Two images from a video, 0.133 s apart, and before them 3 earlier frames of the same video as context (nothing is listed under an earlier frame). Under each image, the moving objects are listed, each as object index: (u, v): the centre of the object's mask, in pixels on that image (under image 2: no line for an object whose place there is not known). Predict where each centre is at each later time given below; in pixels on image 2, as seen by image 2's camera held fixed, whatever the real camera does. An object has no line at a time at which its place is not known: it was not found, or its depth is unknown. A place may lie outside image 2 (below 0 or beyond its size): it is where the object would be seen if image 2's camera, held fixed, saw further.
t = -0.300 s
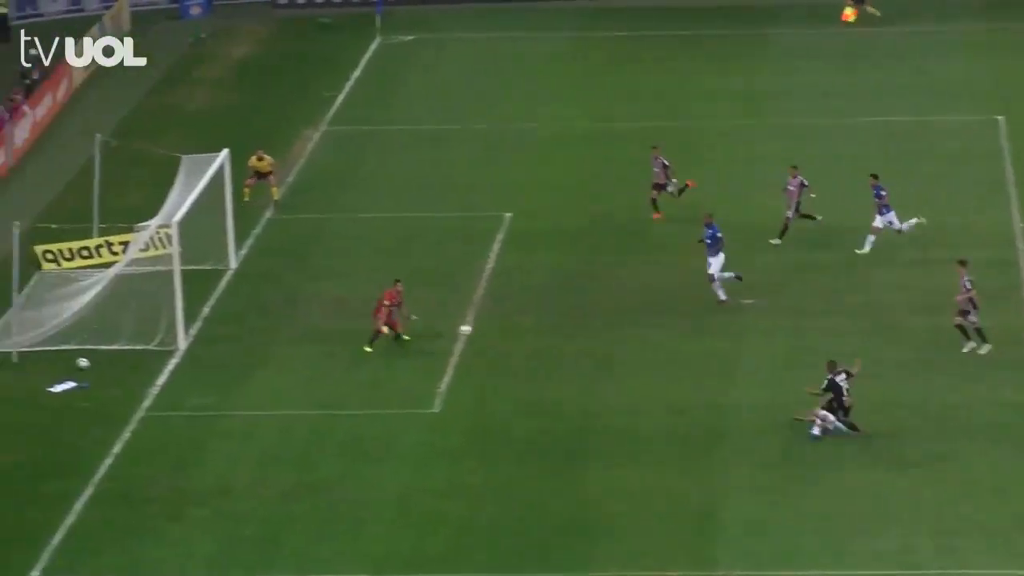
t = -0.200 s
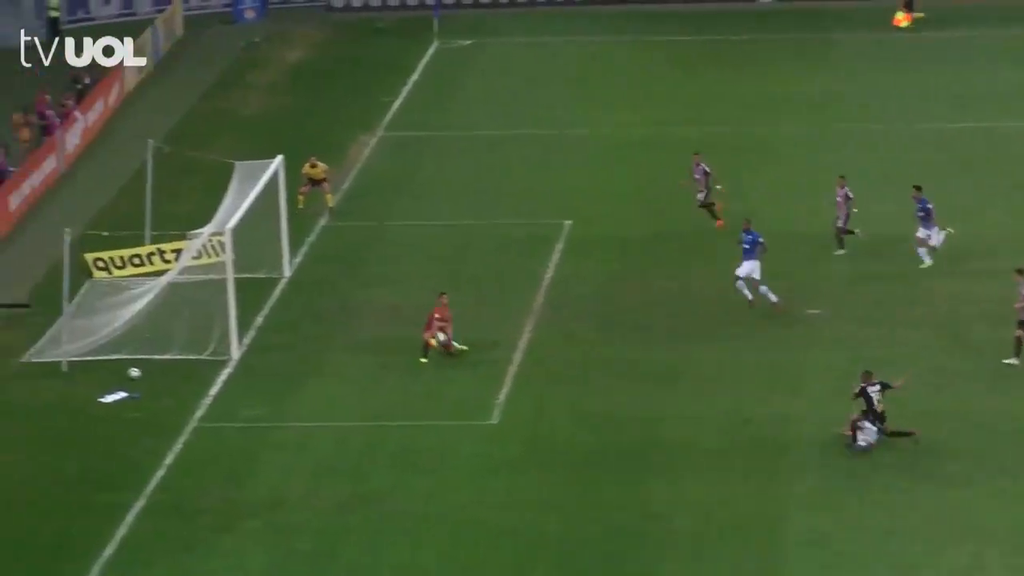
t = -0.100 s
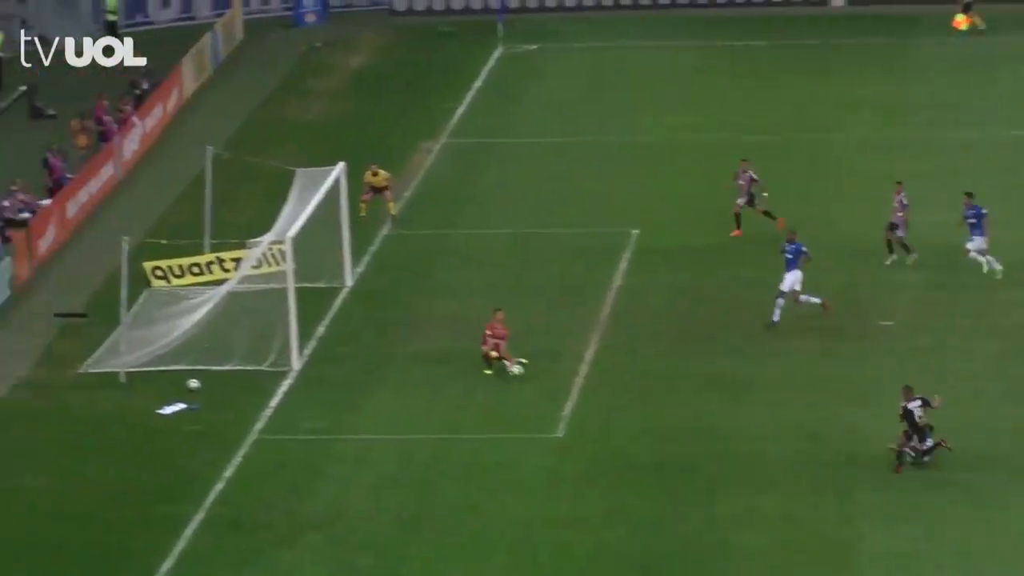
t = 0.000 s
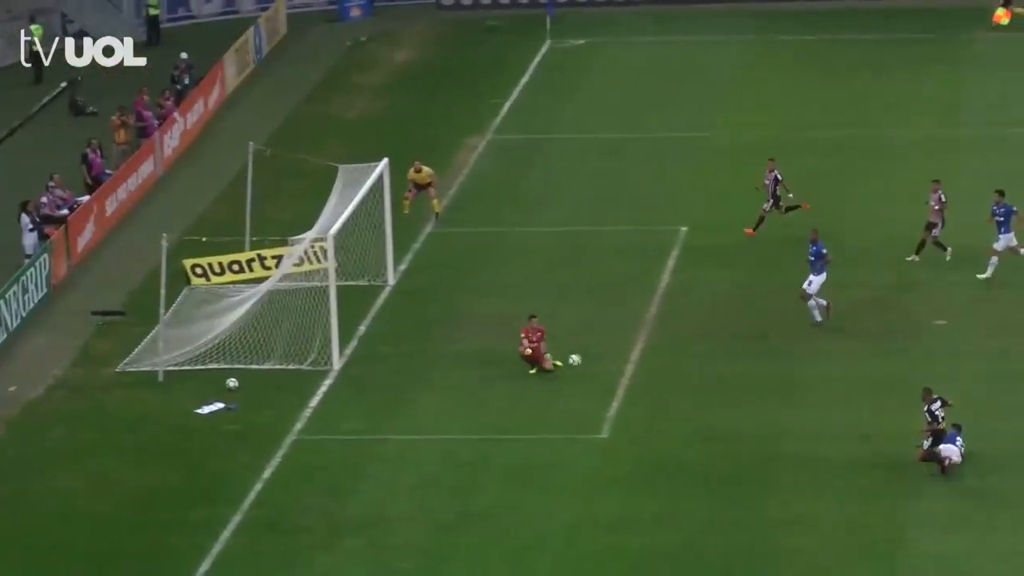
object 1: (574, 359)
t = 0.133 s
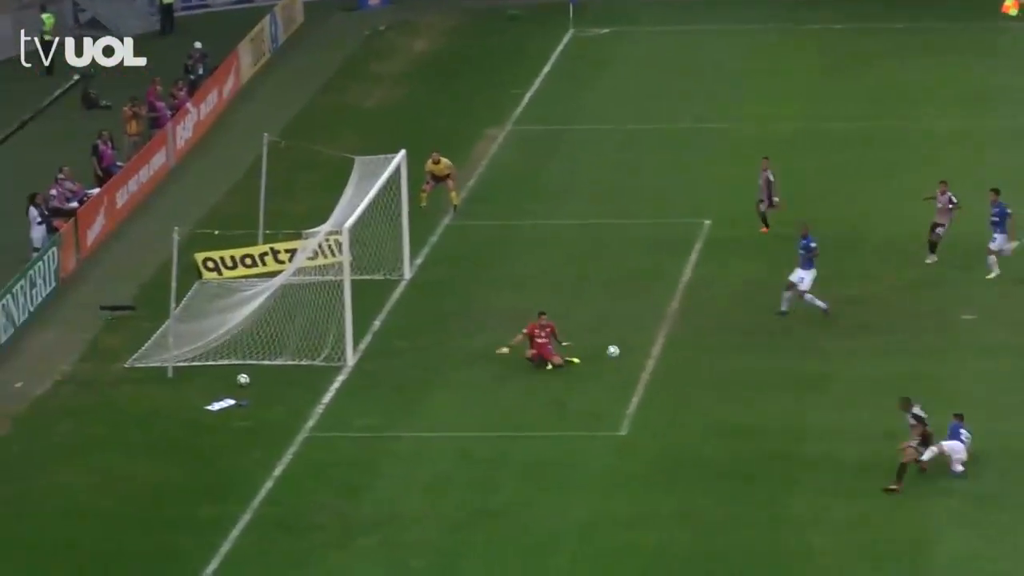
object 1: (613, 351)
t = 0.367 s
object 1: (645, 369)
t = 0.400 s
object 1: (651, 373)
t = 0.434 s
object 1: (656, 379)
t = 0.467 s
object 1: (660, 385)
